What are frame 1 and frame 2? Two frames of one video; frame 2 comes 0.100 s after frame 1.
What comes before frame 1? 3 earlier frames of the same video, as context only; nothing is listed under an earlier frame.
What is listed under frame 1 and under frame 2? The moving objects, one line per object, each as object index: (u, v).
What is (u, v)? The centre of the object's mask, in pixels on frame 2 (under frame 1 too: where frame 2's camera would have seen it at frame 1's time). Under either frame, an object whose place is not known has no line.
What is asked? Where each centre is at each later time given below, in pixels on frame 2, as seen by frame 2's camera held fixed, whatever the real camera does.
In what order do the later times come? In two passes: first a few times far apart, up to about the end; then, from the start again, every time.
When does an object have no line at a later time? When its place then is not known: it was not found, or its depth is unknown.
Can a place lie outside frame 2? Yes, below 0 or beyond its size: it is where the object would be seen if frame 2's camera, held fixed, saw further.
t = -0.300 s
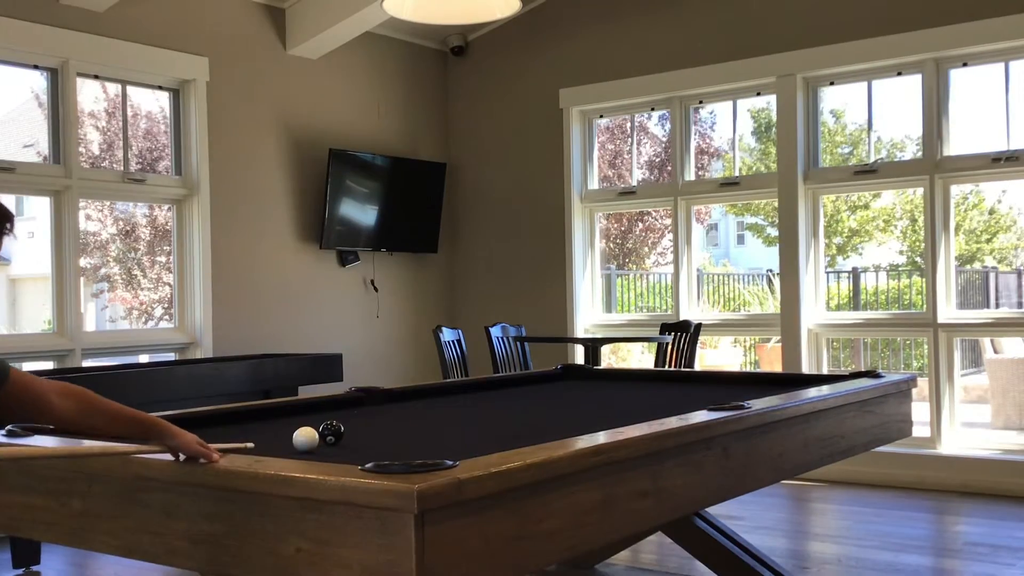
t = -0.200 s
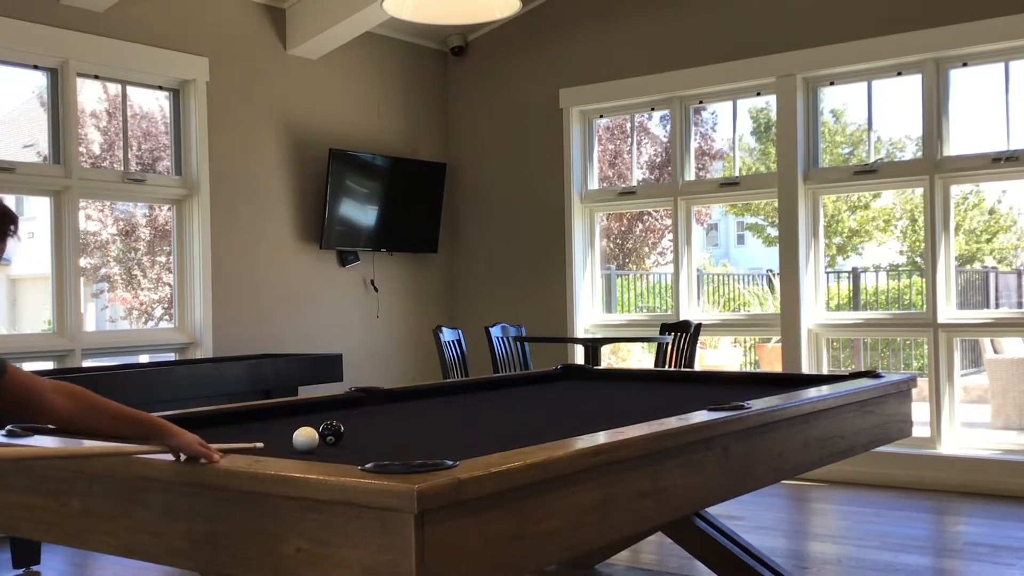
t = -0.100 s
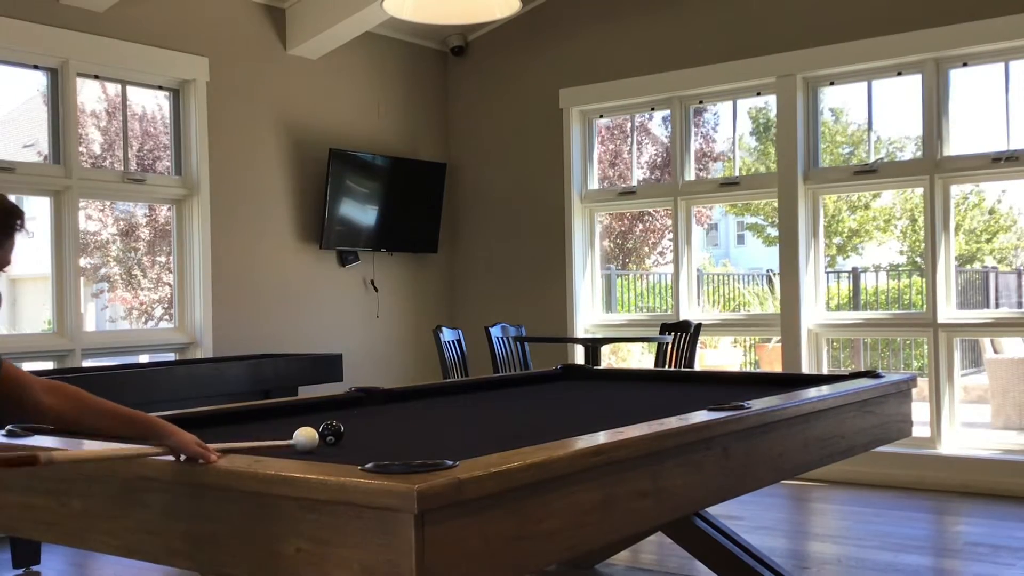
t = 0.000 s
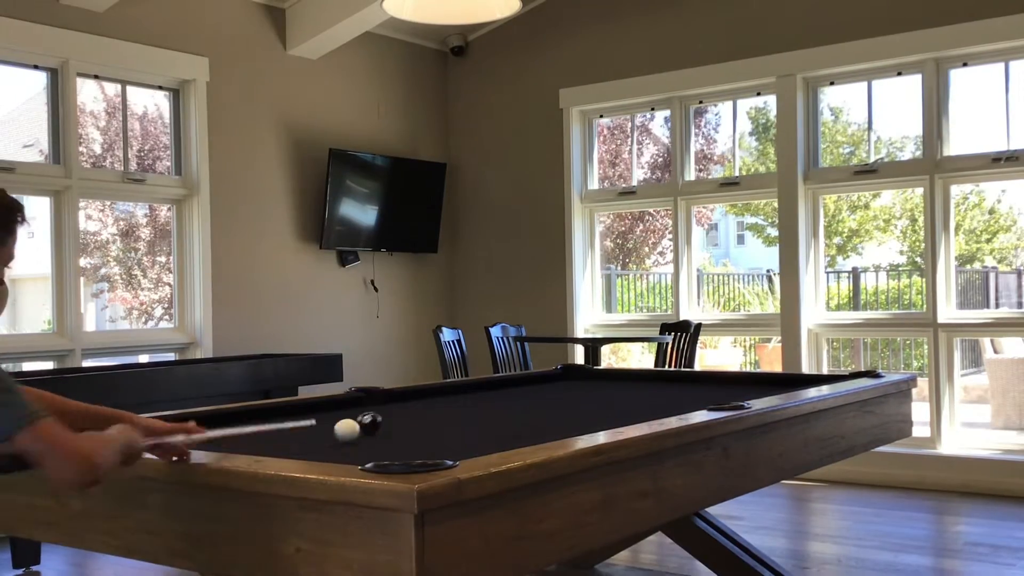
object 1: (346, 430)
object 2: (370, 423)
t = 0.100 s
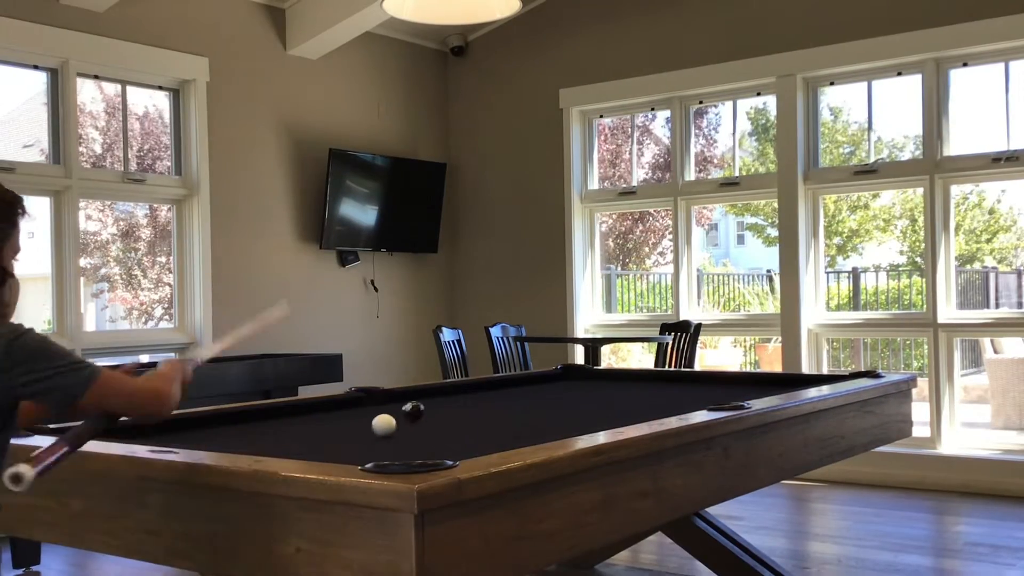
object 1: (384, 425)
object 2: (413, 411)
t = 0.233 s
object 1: (421, 420)
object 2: (456, 400)
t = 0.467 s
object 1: (472, 412)
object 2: (509, 386)
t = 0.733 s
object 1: (524, 405)
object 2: (574, 374)
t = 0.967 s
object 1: (563, 399)
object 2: (556, 376)
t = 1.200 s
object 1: (597, 394)
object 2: (545, 379)
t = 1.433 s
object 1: (628, 389)
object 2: (535, 382)
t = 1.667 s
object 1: (656, 385)
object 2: (524, 385)
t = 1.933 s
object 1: (684, 381)
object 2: (512, 389)
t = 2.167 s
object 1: (706, 378)
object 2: (501, 392)
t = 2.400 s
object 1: (709, 378)
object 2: (490, 395)
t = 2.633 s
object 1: (697, 379)
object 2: (480, 398)
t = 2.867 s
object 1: (685, 381)
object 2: (469, 402)
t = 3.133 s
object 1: (673, 383)
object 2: (458, 406)
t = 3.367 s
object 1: (662, 385)
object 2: (448, 409)
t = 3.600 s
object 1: (652, 386)
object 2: (439, 412)
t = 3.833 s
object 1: (643, 387)
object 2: (429, 416)
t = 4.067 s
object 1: (634, 389)
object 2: (421, 419)
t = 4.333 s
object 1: (626, 390)
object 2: (411, 422)
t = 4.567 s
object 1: (620, 391)
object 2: (404, 426)
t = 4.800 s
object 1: (615, 392)
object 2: (397, 429)
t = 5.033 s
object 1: (611, 393)
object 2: (391, 432)
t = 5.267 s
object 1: (608, 393)
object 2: (385, 434)
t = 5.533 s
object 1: (605, 394)
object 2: (381, 437)
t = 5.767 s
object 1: (603, 394)
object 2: (378, 439)
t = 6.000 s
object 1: (602, 394)
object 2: (376, 441)
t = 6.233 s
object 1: (602, 394)
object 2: (375, 443)
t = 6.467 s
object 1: (602, 395)
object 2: (374, 445)
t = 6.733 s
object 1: (601, 394)
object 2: (373, 447)
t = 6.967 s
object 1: (602, 394)
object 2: (375, 448)
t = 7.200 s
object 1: (602, 395)
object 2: (377, 448)
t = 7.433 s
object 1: (602, 394)
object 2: (378, 448)
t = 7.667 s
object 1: (602, 394)
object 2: (379, 448)
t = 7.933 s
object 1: (602, 395)
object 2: (379, 448)
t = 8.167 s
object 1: (602, 394)
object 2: (379, 448)
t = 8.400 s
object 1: (602, 394)
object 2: (379, 448)
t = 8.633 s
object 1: (602, 394)
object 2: (379, 448)
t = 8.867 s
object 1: (602, 395)
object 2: (379, 448)
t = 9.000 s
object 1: (602, 395)
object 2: (379, 448)
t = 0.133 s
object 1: (394, 424)
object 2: (425, 408)
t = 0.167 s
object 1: (404, 422)
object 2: (436, 406)
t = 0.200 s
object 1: (412, 421)
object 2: (447, 402)
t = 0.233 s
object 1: (421, 420)
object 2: (456, 400)
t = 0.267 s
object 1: (428, 419)
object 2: (465, 398)
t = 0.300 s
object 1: (436, 418)
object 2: (473, 396)
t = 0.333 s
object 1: (443, 417)
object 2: (481, 393)
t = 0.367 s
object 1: (451, 416)
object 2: (488, 392)
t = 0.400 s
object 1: (458, 415)
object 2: (495, 389)
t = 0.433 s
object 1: (465, 414)
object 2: (502, 387)
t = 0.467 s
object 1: (472, 412)
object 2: (509, 386)
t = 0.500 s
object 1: (479, 412)
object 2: (516, 384)
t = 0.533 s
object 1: (486, 411)
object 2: (521, 383)
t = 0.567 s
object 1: (492, 410)
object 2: (527, 380)
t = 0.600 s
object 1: (499, 409)
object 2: (533, 378)
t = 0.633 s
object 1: (505, 408)
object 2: (540, 377)
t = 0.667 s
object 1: (511, 407)
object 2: (552, 376)
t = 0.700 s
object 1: (518, 406)
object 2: (564, 374)
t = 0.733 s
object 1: (524, 405)
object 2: (574, 374)
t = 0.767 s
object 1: (529, 404)
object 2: (585, 374)
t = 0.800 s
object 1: (535, 403)
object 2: (586, 371)
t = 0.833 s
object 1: (541, 402)
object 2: (577, 373)
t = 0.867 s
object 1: (547, 401)
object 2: (568, 373)
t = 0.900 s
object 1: (552, 401)
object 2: (561, 373)
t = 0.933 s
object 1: (558, 400)
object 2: (557, 375)
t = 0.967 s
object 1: (563, 399)
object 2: (556, 376)
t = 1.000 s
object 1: (568, 398)
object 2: (555, 377)
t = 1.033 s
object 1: (573, 397)
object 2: (553, 377)
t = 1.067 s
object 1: (578, 397)
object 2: (551, 378)
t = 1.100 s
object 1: (583, 396)
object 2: (550, 378)
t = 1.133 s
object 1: (588, 395)
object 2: (548, 378)
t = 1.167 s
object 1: (593, 395)
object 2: (547, 379)
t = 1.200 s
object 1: (597, 394)
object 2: (545, 379)
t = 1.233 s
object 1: (602, 393)
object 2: (544, 379)
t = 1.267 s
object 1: (607, 392)
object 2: (542, 380)
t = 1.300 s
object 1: (611, 392)
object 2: (541, 380)
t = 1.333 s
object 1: (615, 391)
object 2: (539, 381)
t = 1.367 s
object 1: (620, 391)
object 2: (538, 381)
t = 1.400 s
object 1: (624, 390)
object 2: (536, 381)
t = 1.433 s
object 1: (628, 389)
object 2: (535, 382)
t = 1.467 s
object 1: (632, 389)
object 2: (533, 383)
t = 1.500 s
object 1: (636, 388)
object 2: (531, 383)
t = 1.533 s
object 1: (640, 388)
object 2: (530, 384)
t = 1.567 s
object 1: (644, 387)
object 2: (528, 384)
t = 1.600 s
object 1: (648, 386)
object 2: (527, 384)
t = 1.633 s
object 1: (652, 386)
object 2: (525, 385)
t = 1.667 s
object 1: (656, 385)
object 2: (524, 385)
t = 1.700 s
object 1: (659, 385)
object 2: (522, 385)
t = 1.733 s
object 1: (663, 384)
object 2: (521, 386)
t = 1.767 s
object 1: (667, 384)
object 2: (519, 386)
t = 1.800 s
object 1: (670, 383)
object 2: (518, 387)
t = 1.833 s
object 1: (674, 383)
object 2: (516, 387)
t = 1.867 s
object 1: (677, 382)
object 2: (515, 387)
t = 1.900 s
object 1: (680, 382)
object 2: (514, 388)
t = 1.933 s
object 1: (684, 381)
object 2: (512, 389)
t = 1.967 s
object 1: (687, 381)
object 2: (511, 389)
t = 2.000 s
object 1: (690, 380)
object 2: (509, 389)
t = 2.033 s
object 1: (694, 380)
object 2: (507, 390)
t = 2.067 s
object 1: (697, 380)
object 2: (506, 390)
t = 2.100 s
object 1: (700, 379)
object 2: (504, 391)
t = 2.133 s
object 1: (703, 379)
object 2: (503, 391)
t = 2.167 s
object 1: (706, 378)
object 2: (501, 392)
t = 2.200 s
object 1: (709, 378)
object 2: (500, 392)
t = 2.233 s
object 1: (712, 378)
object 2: (498, 393)
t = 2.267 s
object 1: (714, 377)
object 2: (497, 393)
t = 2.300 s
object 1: (715, 377)
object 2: (495, 394)
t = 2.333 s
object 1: (713, 377)
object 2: (494, 394)
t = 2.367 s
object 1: (711, 378)
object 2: (492, 395)
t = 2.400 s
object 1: (709, 378)
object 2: (490, 395)
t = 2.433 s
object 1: (707, 378)
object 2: (489, 396)
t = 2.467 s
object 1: (706, 378)
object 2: (487, 396)
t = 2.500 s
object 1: (704, 378)
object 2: (486, 397)
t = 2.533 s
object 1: (702, 379)
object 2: (485, 397)
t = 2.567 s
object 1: (701, 379)
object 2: (483, 398)
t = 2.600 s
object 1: (699, 379)
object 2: (481, 398)
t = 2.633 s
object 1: (697, 379)
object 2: (480, 398)
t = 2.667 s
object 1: (695, 380)
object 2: (479, 399)
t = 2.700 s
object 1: (694, 380)
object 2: (477, 399)
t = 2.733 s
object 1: (692, 380)
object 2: (476, 400)
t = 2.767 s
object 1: (691, 380)
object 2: (474, 400)
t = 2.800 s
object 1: (689, 381)
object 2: (473, 401)
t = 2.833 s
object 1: (687, 381)
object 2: (471, 402)
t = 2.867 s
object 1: (685, 381)
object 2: (469, 402)
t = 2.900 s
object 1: (684, 382)
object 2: (468, 403)
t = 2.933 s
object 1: (682, 382)
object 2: (467, 403)
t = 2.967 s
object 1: (681, 382)
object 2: (465, 403)
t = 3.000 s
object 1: (679, 382)
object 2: (464, 404)
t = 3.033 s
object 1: (677, 382)
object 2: (462, 404)
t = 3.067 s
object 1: (676, 383)
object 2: (461, 405)
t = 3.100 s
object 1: (674, 383)
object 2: (460, 405)
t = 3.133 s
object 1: (673, 383)
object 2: (458, 406)
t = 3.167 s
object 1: (671, 383)
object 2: (457, 406)
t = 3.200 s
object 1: (669, 384)
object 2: (455, 407)
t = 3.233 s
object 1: (668, 384)
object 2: (454, 407)
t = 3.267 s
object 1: (666, 384)
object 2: (452, 408)
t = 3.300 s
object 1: (665, 384)
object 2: (451, 408)
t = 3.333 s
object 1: (663, 384)
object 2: (450, 409)
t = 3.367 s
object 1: (662, 385)
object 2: (448, 409)
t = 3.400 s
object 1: (660, 385)
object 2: (447, 410)
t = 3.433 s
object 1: (659, 385)
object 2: (445, 410)
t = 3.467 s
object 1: (657, 385)
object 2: (444, 411)
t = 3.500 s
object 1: (656, 386)
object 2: (443, 411)
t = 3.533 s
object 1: (654, 386)
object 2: (441, 411)
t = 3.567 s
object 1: (653, 386)
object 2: (440, 412)
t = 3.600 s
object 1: (652, 386)
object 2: (439, 412)
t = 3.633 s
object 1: (650, 386)
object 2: (437, 413)
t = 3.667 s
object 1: (649, 386)
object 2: (436, 413)
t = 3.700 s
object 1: (648, 387)
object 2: (435, 414)
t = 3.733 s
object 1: (647, 387)
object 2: (433, 414)
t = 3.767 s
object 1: (645, 387)
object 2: (432, 415)
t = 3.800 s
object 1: (644, 387)
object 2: (431, 415)
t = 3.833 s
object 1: (643, 387)
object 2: (429, 416)
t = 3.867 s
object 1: (641, 388)
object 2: (428, 416)
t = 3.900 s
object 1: (640, 388)
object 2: (427, 417)
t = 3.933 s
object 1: (639, 388)
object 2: (426, 417)
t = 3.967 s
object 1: (638, 388)
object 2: (424, 418)
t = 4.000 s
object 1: (637, 388)
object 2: (423, 418)
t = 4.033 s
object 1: (636, 388)
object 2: (422, 419)
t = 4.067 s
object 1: (634, 389)
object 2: (421, 419)
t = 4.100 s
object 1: (633, 389)
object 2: (420, 419)
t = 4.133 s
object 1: (632, 389)
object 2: (418, 420)
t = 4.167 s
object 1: (631, 389)
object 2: (417, 420)
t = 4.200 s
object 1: (630, 389)
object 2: (416, 421)
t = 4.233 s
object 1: (629, 389)
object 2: (415, 421)
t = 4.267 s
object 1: (628, 390)
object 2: (414, 422)
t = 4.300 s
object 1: (627, 390)
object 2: (412, 422)
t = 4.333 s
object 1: (626, 390)
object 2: (411, 422)
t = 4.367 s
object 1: (625, 390)
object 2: (410, 423)
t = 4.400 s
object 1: (624, 390)
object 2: (409, 423)
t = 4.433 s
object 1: (623, 390)
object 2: (408, 424)
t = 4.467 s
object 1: (622, 390)
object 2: (407, 424)
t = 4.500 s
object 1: (621, 390)
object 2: (406, 425)
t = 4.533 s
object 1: (621, 391)
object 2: (405, 425)
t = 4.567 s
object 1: (620, 391)
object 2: (404, 426)
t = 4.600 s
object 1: (619, 391)
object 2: (403, 426)
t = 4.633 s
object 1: (618, 391)
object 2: (402, 426)
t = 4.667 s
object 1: (618, 391)
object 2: (401, 427)
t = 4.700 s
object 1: (617, 391)
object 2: (400, 427)
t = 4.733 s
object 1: (616, 391)
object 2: (399, 428)
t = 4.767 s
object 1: (616, 392)
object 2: (398, 428)
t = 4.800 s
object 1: (615, 392)
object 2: (397, 429)
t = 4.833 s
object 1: (615, 392)
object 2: (396, 429)
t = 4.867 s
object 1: (614, 392)
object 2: (395, 429)
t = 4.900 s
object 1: (613, 392)
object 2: (394, 430)
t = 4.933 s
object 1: (613, 392)
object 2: (393, 430)
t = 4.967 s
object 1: (612, 392)
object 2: (393, 430)
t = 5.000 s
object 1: (612, 392)
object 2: (392, 431)
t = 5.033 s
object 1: (611, 393)
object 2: (391, 432)
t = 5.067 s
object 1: (611, 393)
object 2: (390, 432)
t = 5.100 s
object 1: (610, 393)
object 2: (389, 432)
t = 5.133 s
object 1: (610, 393)
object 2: (388, 433)
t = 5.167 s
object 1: (609, 393)
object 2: (388, 433)
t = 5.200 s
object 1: (609, 393)
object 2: (387, 433)
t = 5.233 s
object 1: (609, 393)
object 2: (386, 434)
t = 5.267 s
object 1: (608, 393)
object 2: (385, 434)
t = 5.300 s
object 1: (608, 393)
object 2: (384, 435)
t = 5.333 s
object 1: (607, 393)
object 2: (384, 435)
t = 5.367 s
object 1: (607, 393)
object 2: (383, 435)
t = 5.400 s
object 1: (606, 393)
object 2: (382, 436)
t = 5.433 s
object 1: (606, 393)
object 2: (382, 436)
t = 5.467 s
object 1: (606, 393)
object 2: (381, 437)
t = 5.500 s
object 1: (605, 394)
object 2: (381, 437)
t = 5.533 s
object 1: (605, 394)
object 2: (381, 437)
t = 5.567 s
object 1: (605, 394)
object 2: (380, 438)
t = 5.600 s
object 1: (604, 394)
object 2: (380, 438)
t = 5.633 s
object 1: (604, 394)
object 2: (379, 438)
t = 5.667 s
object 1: (604, 394)
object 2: (379, 438)
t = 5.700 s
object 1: (604, 394)
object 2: (378, 439)
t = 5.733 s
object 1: (603, 394)
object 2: (378, 439)
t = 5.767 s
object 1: (603, 394)
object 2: (378, 439)
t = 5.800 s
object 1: (603, 394)
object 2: (378, 440)
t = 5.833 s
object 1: (603, 394)
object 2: (377, 440)
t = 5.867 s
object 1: (602, 394)
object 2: (377, 440)
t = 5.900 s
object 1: (602, 394)
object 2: (377, 441)
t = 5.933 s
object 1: (602, 394)
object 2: (376, 441)
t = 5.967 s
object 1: (602, 394)
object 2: (376, 441)
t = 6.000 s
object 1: (602, 394)
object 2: (376, 441)
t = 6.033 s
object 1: (602, 394)
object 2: (376, 442)
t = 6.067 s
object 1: (602, 394)
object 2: (376, 442)
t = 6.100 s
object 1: (602, 394)
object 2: (375, 443)
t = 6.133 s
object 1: (602, 394)
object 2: (375, 443)
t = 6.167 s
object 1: (601, 394)
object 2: (375, 443)
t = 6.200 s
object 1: (602, 394)
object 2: (375, 443)
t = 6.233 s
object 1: (602, 394)
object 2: (375, 443)
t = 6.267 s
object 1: (602, 394)
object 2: (375, 443)
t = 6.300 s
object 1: (602, 394)
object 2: (374, 444)
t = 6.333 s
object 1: (602, 394)
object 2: (374, 444)
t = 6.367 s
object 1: (602, 395)
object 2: (374, 444)
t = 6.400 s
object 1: (602, 394)
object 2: (374, 444)
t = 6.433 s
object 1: (602, 394)
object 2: (374, 445)
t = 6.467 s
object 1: (602, 395)
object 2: (374, 445)
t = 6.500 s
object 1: (602, 394)
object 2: (373, 445)
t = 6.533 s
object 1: (602, 394)
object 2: (373, 446)
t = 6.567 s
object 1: (602, 394)
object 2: (373, 446)
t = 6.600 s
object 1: (602, 395)
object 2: (373, 446)
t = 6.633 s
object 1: (602, 394)
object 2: (373, 446)
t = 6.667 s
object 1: (602, 394)
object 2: (373, 446)
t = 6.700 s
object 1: (602, 394)
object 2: (373, 446)
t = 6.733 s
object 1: (601, 394)
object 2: (373, 447)
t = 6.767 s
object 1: (602, 394)
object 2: (373, 447)
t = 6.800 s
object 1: (602, 394)
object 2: (374, 447)
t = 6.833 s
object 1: (602, 394)
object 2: (374, 447)
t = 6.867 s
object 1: (602, 394)
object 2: (374, 447)
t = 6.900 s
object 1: (602, 394)
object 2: (375, 447)
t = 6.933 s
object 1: (602, 394)
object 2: (375, 447)
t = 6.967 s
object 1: (602, 394)
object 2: (375, 448)
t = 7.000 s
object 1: (602, 394)
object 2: (375, 448)
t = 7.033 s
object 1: (602, 394)
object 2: (375, 448)
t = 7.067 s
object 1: (602, 394)
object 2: (376, 448)
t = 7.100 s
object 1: (602, 394)
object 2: (376, 448)
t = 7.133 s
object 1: (602, 394)
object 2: (376, 448)
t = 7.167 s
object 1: (602, 394)
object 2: (376, 448)
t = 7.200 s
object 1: (602, 395)
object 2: (377, 448)
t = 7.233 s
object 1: (602, 395)
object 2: (377, 448)
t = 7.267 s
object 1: (602, 395)
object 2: (377, 448)
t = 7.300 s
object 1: (602, 394)
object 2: (377, 448)
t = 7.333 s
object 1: (602, 394)
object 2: (377, 448)
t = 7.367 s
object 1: (602, 394)
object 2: (377, 448)
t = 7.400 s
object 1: (602, 395)
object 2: (378, 448)
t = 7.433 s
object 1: (602, 394)
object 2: (378, 448)
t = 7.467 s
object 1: (602, 394)
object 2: (378, 448)
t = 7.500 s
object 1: (602, 394)
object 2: (379, 448)
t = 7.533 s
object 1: (602, 394)
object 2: (379, 448)
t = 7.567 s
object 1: (602, 394)
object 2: (379, 448)
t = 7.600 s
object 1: (602, 394)
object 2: (379, 448)
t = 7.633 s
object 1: (602, 395)
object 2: (379, 448)
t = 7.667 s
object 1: (602, 394)
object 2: (379, 448)
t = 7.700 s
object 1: (602, 395)
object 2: (379, 448)
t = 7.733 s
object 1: (602, 395)
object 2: (379, 448)
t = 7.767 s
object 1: (602, 394)
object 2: (379, 448)
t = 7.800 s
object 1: (602, 394)
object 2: (380, 448)
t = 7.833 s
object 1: (602, 395)
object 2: (379, 448)
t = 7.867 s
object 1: (602, 395)
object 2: (379, 448)
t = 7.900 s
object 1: (602, 395)
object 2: (379, 448)
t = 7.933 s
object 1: (602, 395)
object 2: (379, 448)
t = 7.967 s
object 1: (602, 395)
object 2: (379, 448)
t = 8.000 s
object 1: (602, 394)
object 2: (379, 448)
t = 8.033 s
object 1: (602, 395)
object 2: (379, 448)
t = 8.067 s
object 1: (602, 394)
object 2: (379, 448)
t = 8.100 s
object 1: (602, 394)
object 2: (379, 448)
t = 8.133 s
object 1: (602, 394)
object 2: (379, 448)
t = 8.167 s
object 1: (602, 394)
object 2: (379, 448)
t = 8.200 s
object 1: (602, 394)
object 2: (379, 448)
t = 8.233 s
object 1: (602, 394)
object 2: (379, 448)
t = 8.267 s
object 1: (602, 394)
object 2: (379, 448)
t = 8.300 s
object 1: (602, 394)
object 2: (379, 448)
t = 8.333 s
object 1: (602, 394)
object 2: (379, 448)
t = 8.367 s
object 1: (602, 394)
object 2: (379, 448)
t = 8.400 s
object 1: (602, 394)
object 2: (379, 448)
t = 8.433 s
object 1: (602, 394)
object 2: (379, 448)
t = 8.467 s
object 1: (602, 394)
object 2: (379, 448)
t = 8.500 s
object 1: (602, 394)
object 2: (379, 448)
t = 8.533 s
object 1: (602, 394)
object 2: (379, 448)
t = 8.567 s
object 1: (602, 394)
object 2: (379, 448)
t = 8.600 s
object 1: (602, 394)
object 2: (379, 448)
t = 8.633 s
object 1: (602, 394)
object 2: (379, 448)
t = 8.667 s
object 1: (602, 394)
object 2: (379, 448)
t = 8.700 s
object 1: (602, 394)
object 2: (379, 448)
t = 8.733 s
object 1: (602, 394)
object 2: (379, 448)
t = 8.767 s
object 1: (602, 394)
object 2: (379, 448)
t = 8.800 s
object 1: (602, 394)
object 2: (379, 448)
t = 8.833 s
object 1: (602, 395)
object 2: (379, 448)
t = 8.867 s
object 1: (602, 395)
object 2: (379, 448)
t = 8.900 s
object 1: (602, 395)
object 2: (379, 448)
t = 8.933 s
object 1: (602, 395)
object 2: (379, 448)
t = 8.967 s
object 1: (602, 394)
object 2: (379, 448)
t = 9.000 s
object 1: (602, 395)
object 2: (379, 448)
